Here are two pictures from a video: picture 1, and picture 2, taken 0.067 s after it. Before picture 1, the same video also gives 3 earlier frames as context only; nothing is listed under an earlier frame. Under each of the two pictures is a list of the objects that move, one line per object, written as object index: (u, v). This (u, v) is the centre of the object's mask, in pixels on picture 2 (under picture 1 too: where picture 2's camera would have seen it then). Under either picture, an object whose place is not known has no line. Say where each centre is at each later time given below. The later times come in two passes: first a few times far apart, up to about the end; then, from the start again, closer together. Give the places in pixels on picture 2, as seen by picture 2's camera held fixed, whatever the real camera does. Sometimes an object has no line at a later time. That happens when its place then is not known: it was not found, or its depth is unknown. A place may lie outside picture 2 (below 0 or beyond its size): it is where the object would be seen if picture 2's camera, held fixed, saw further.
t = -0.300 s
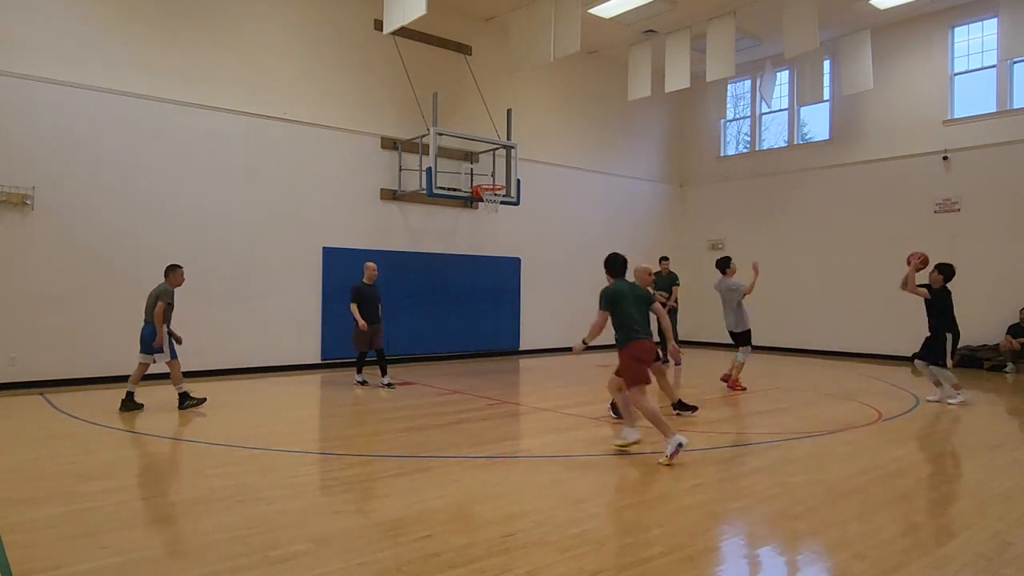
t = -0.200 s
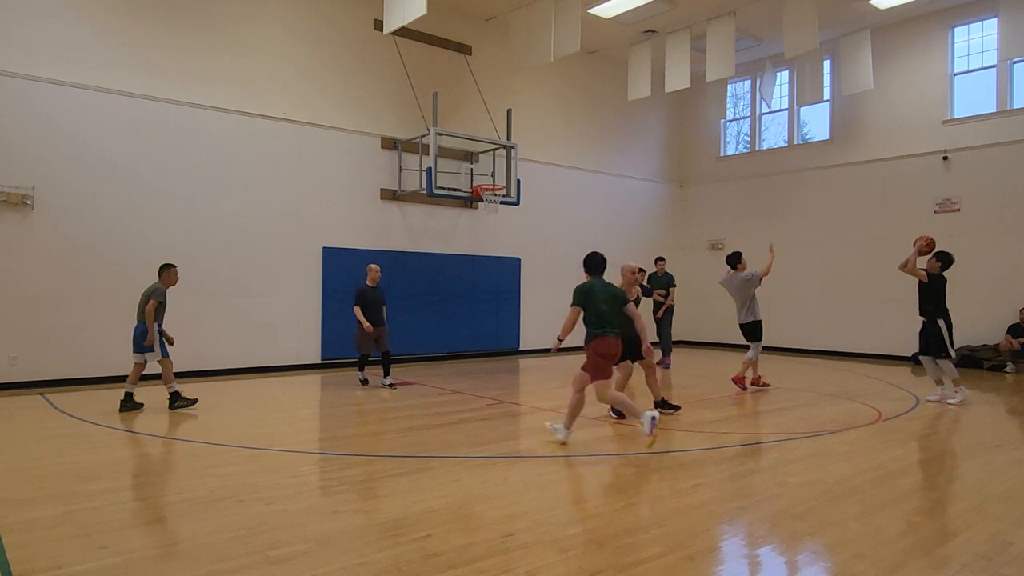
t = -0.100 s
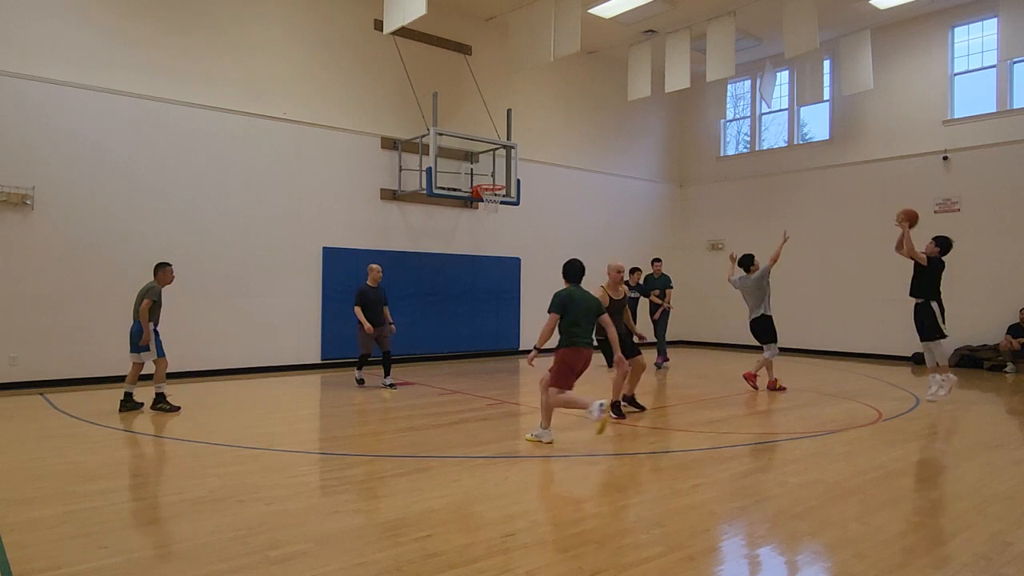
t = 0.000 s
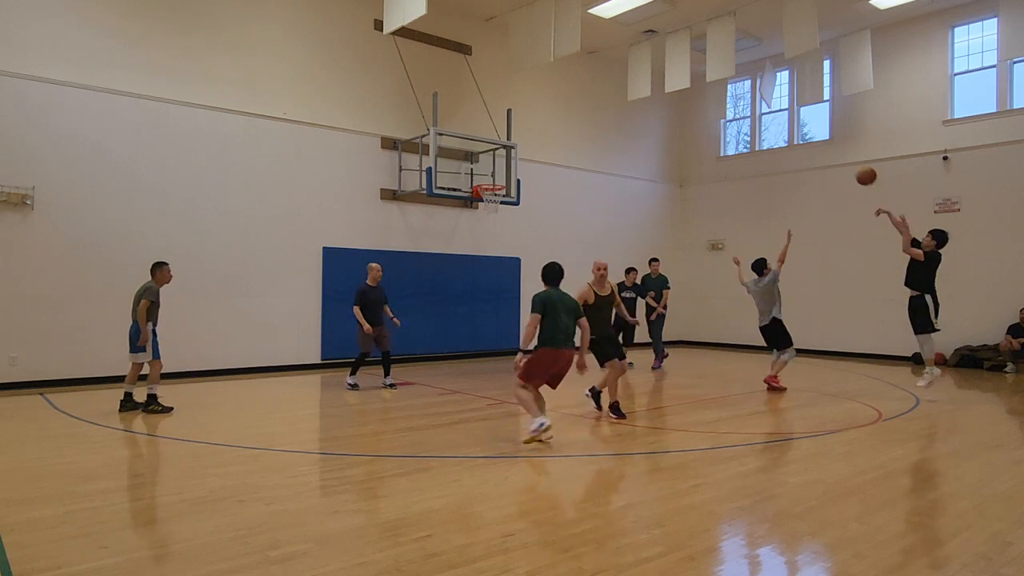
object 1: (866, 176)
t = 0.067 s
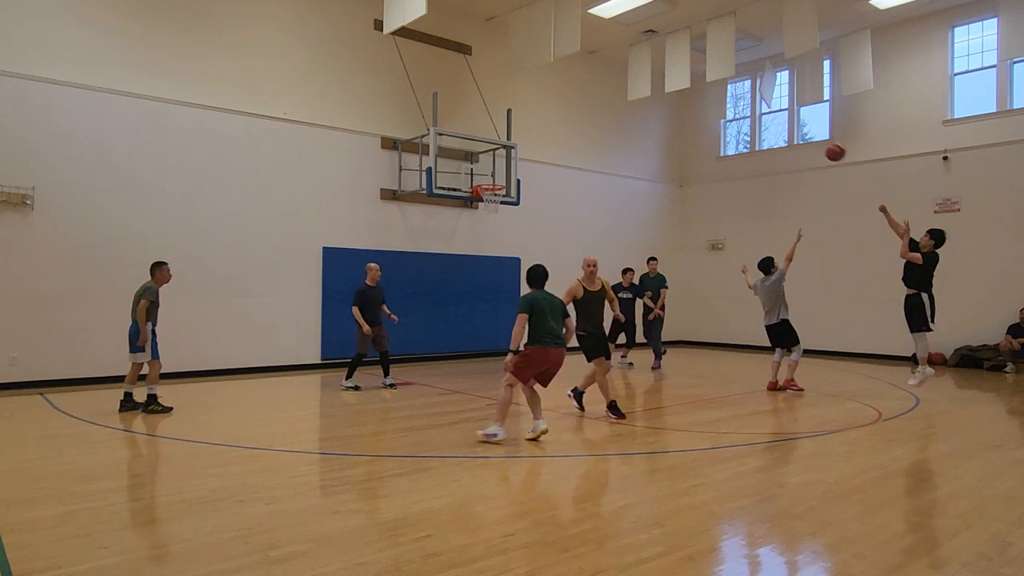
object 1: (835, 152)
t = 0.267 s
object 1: (750, 105)
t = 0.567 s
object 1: (641, 93)
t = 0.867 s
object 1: (549, 136)
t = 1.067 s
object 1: (501, 176)
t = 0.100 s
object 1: (820, 142)
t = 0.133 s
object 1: (805, 132)
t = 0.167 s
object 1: (791, 124)
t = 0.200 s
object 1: (777, 117)
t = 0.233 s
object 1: (763, 110)
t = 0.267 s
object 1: (750, 105)
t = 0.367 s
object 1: (712, 94)
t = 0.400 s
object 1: (699, 91)
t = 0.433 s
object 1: (687, 91)
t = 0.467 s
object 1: (676, 90)
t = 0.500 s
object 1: (664, 91)
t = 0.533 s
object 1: (652, 91)
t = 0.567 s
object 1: (641, 93)
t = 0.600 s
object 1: (630, 95)
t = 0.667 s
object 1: (609, 102)
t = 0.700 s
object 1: (599, 106)
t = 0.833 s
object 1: (559, 129)
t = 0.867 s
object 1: (549, 136)
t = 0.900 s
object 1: (540, 144)
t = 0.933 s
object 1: (531, 153)
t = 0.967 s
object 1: (522, 161)
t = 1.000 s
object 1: (513, 171)
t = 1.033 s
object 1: (504, 179)
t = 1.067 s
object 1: (501, 176)
